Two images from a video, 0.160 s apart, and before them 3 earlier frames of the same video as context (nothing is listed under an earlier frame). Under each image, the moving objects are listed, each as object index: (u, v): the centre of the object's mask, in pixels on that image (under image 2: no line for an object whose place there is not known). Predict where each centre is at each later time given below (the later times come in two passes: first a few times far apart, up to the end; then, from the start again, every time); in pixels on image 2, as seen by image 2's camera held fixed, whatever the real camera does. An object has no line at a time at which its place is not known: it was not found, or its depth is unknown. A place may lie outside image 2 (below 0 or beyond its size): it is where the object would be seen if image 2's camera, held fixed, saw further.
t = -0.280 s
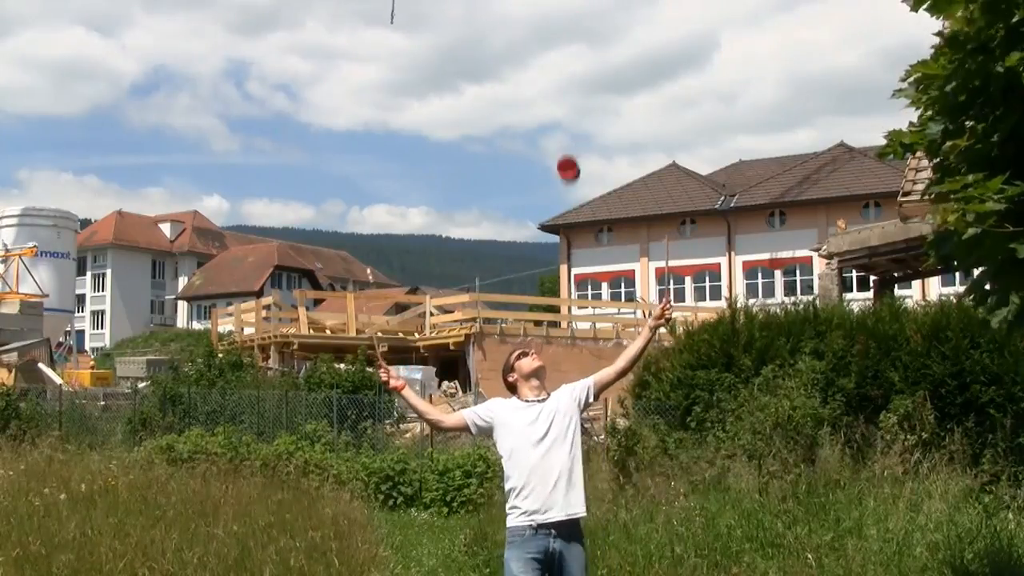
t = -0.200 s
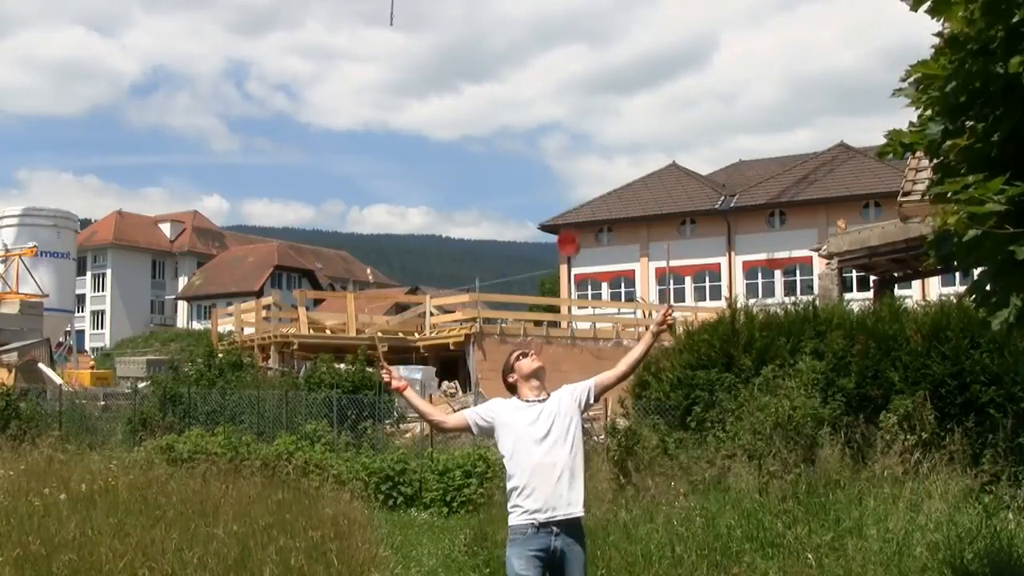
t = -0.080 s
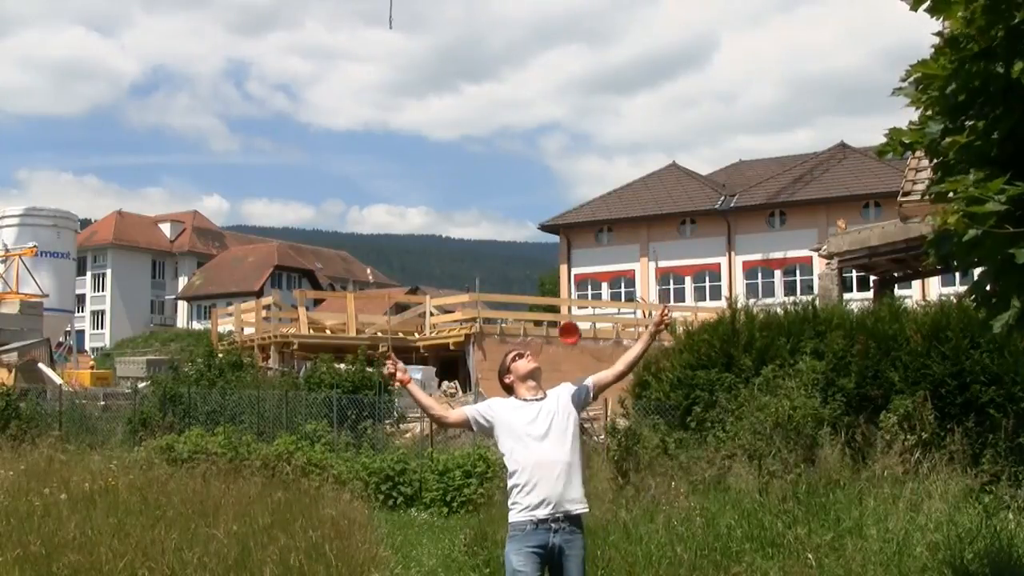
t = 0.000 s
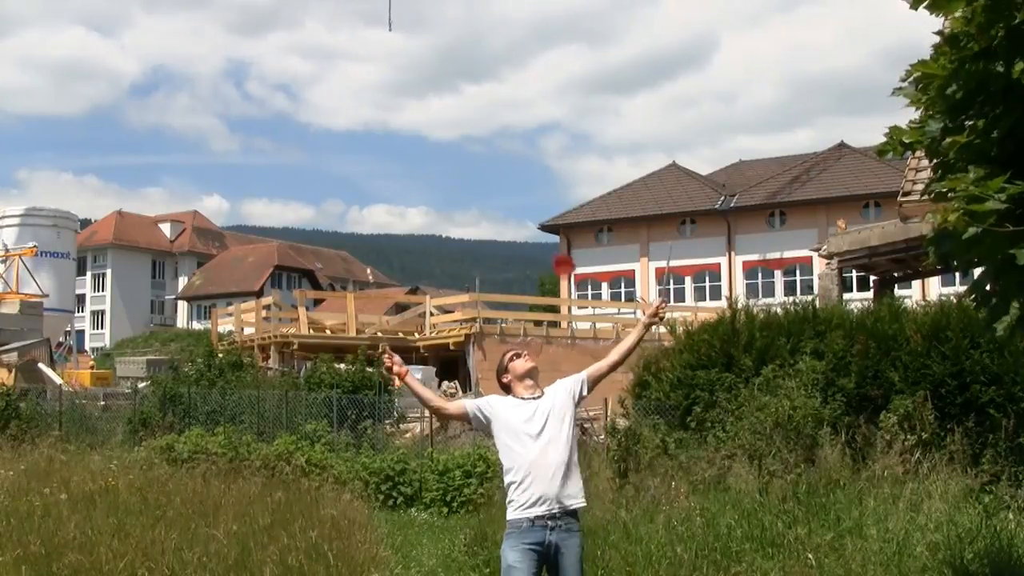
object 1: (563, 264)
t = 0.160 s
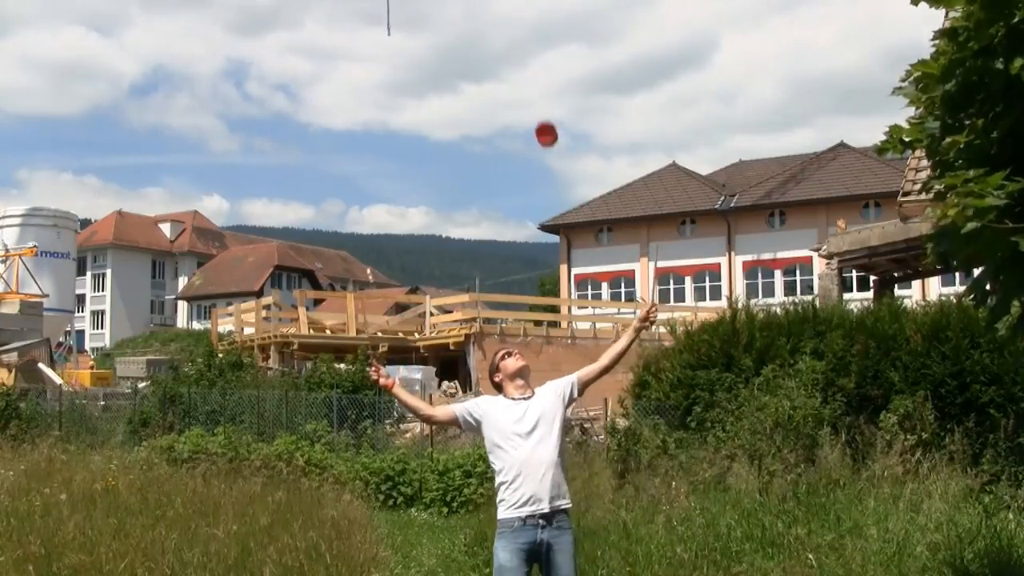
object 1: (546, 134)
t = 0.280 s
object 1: (534, 71)
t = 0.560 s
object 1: (508, 36)
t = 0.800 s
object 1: (487, 129)
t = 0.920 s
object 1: (477, 222)
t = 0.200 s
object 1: (542, 110)
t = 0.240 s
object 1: (538, 89)
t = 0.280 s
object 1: (534, 71)
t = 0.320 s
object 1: (530, 56)
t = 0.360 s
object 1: (526, 45)
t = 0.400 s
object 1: (522, 37)
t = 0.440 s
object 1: (519, 32)
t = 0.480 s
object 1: (515, 30)
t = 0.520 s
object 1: (511, 31)
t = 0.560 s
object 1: (508, 36)
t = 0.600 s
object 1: (504, 43)
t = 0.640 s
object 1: (500, 54)
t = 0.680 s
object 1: (497, 68)
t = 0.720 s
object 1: (494, 85)
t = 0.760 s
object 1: (490, 106)
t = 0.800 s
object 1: (487, 129)
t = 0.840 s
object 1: (483, 157)
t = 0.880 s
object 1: (480, 188)
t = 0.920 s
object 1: (477, 222)
